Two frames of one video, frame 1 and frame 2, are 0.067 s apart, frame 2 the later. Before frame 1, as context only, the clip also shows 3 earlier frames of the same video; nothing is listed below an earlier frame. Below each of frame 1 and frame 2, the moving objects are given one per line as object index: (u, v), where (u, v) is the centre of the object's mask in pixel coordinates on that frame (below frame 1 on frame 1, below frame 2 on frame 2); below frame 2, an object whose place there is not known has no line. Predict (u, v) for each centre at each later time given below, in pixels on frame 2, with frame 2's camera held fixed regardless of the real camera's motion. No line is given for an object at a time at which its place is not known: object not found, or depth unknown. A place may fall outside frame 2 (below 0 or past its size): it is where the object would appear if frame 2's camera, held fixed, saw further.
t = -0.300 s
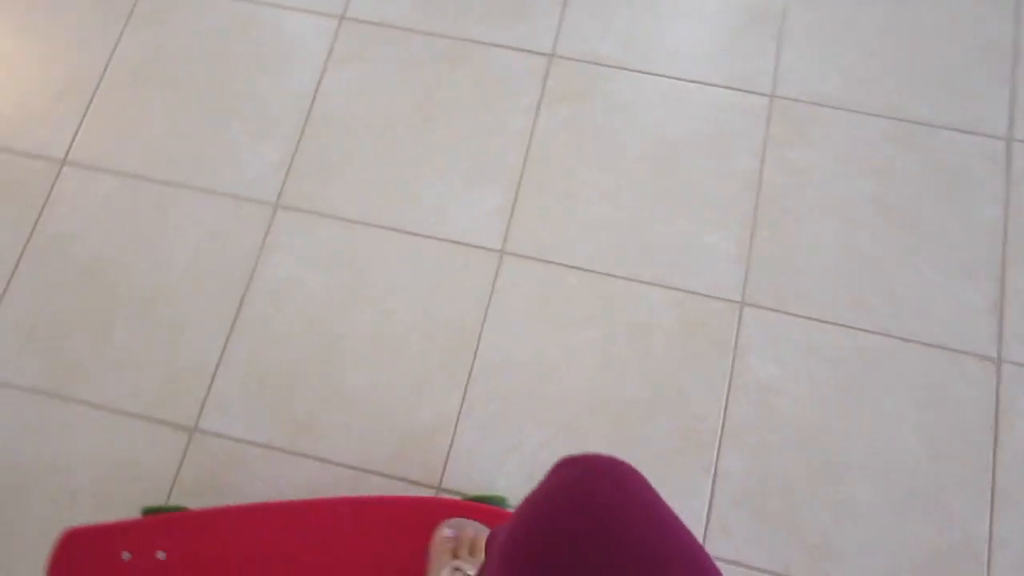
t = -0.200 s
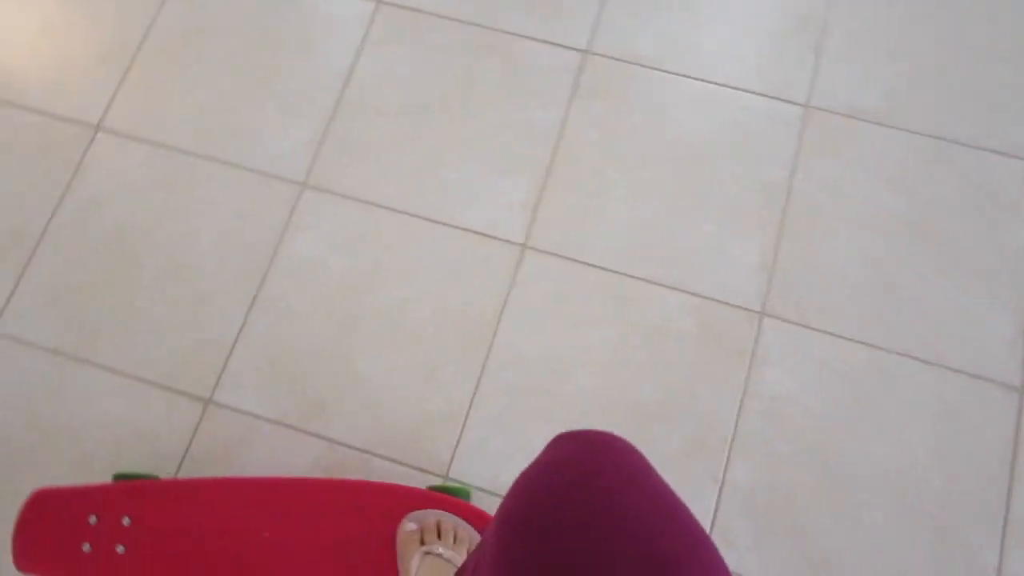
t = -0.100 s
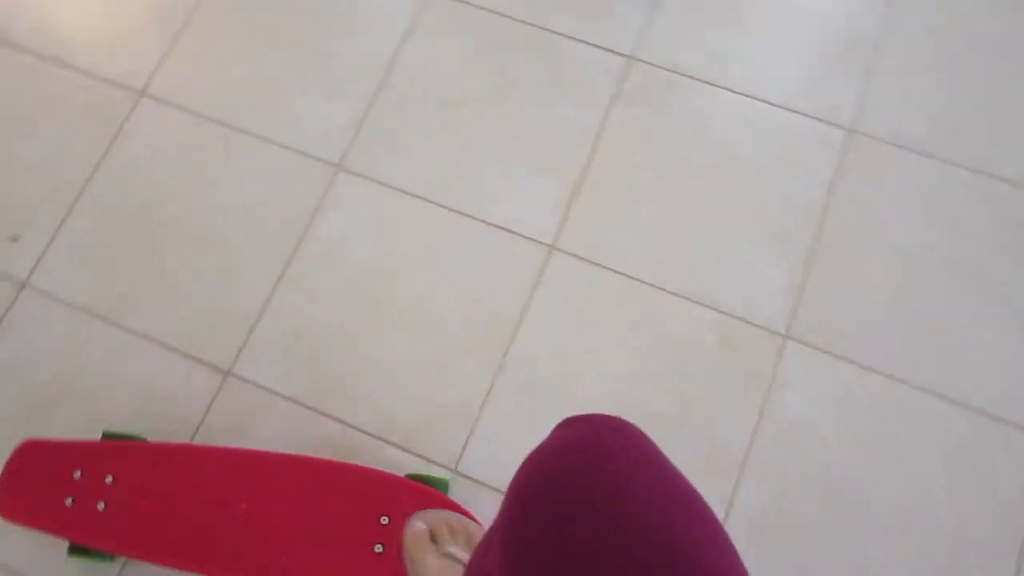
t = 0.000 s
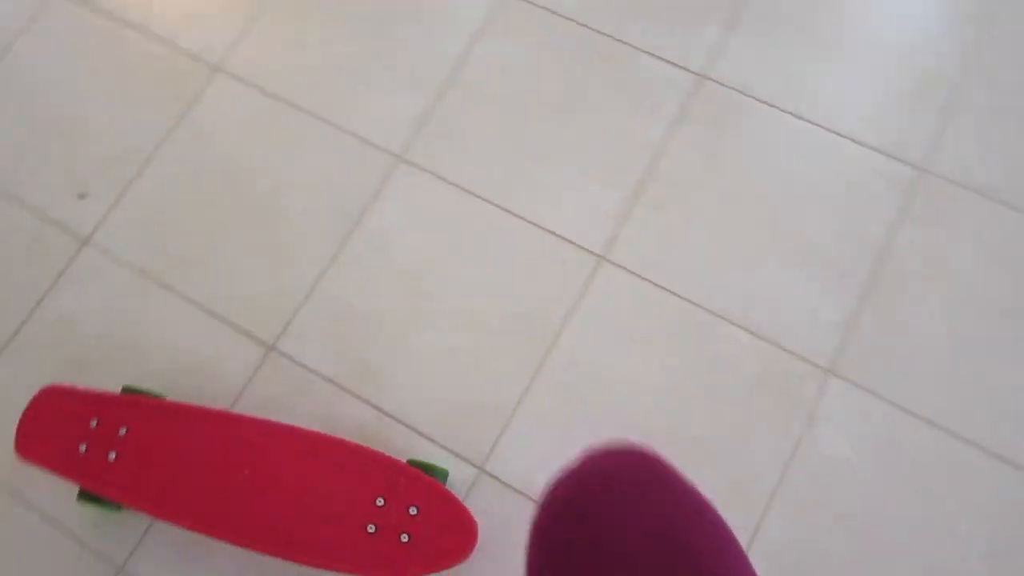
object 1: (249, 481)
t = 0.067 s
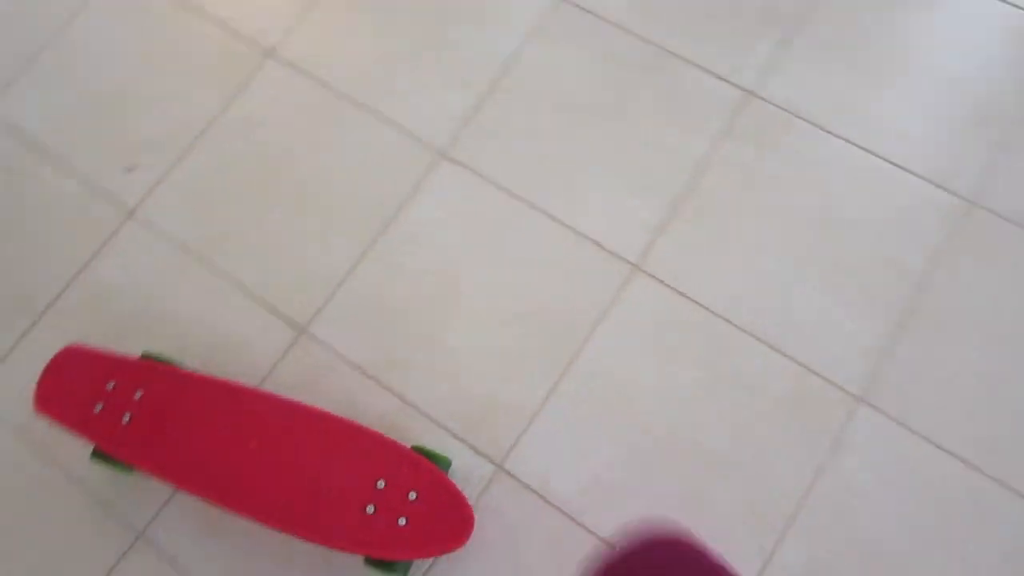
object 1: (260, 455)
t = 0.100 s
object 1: (253, 452)
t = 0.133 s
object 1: (247, 449)
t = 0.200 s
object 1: (236, 443)
